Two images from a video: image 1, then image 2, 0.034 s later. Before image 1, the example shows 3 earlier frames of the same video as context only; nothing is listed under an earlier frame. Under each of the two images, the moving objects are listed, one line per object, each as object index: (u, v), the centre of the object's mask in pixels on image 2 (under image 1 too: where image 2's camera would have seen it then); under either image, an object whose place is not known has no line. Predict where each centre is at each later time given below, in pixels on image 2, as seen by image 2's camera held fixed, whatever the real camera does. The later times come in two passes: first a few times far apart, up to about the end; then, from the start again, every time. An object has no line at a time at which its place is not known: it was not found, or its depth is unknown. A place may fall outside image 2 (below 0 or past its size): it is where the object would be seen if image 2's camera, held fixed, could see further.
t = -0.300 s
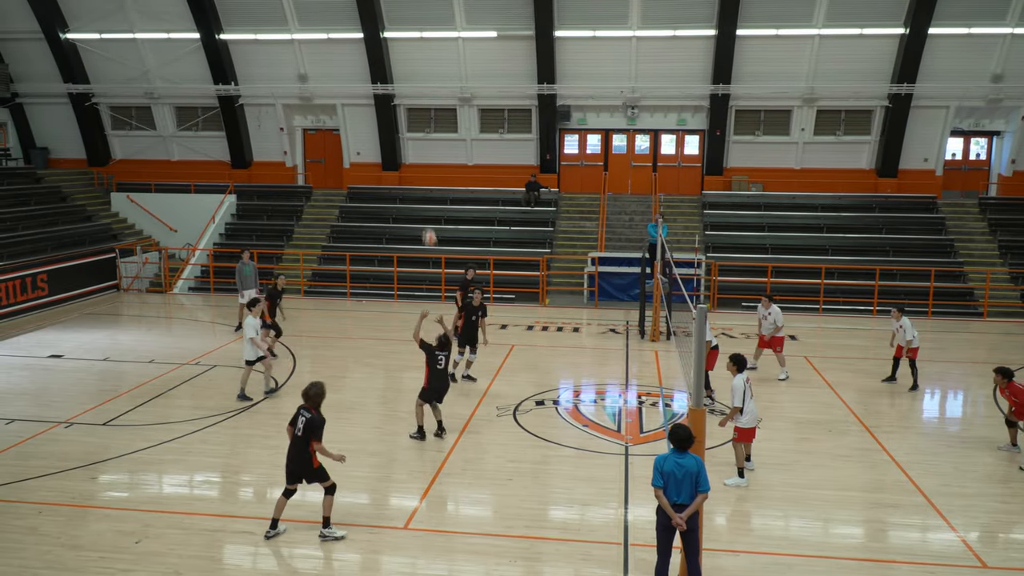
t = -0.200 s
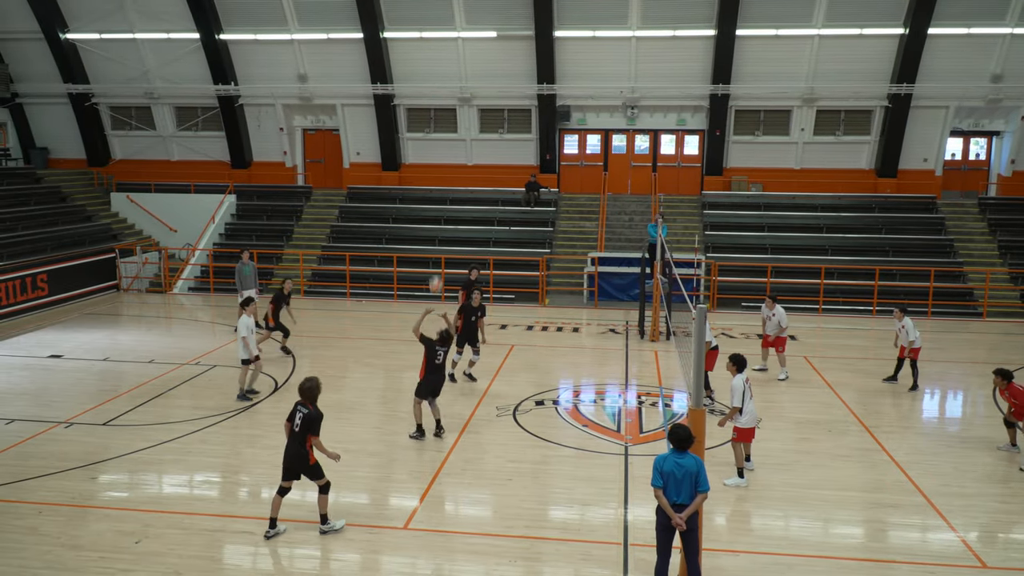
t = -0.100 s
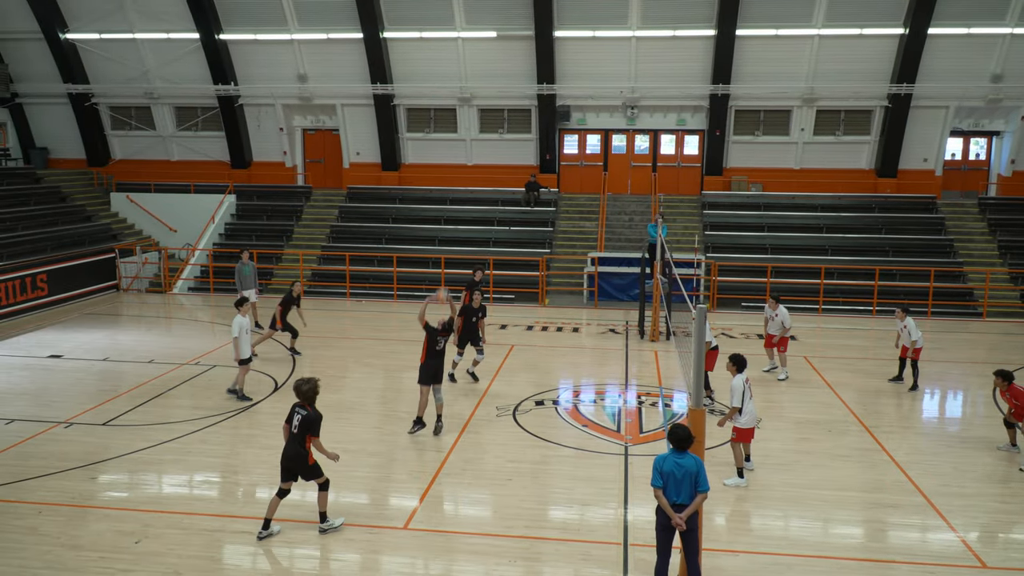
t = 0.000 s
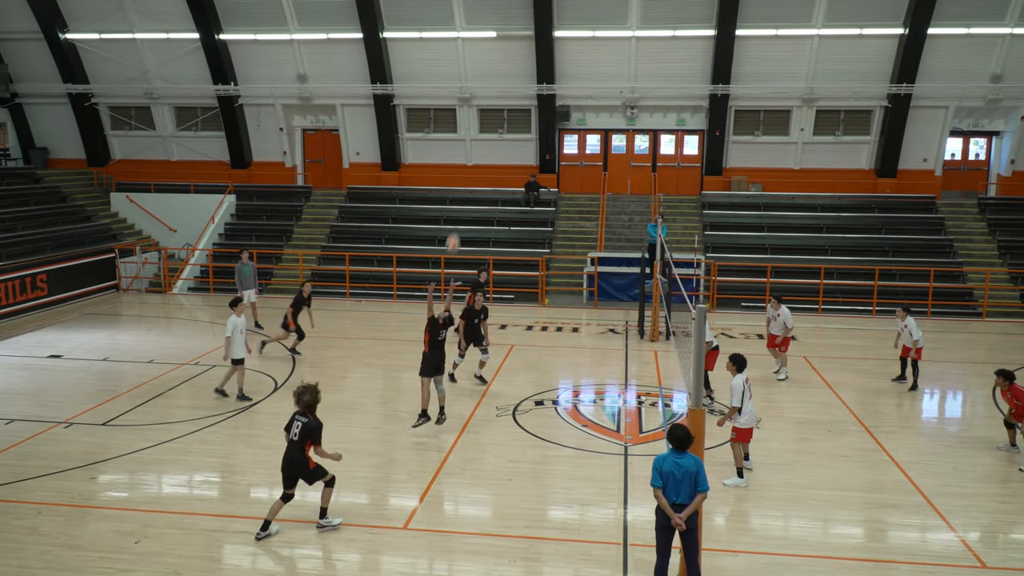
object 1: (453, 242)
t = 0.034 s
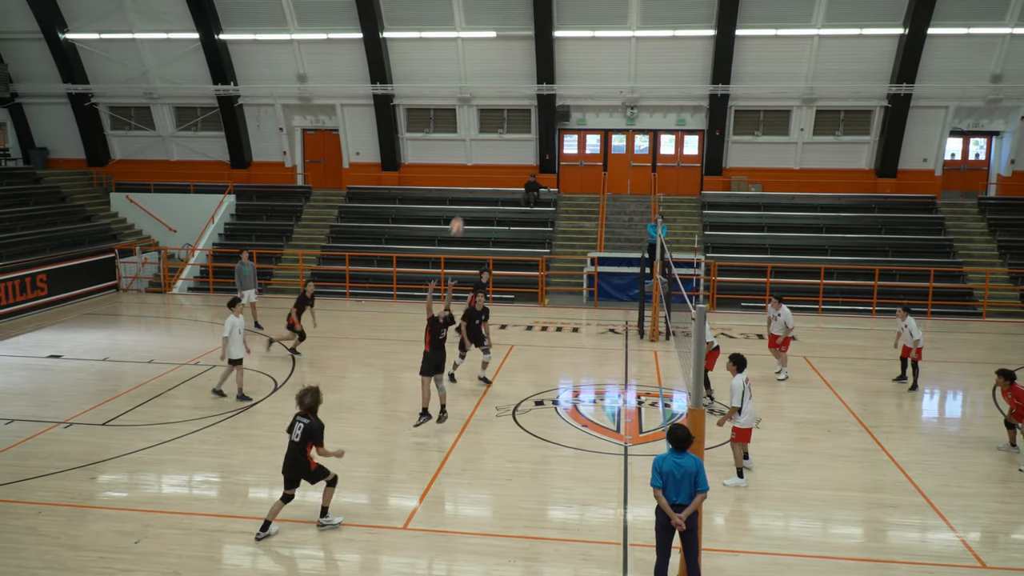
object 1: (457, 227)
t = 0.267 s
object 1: (485, 129)
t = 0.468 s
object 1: (508, 75)
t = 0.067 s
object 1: (460, 211)
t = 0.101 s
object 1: (464, 196)
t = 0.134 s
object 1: (468, 180)
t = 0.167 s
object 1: (472, 168)
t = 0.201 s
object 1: (476, 154)
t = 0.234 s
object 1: (480, 142)
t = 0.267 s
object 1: (485, 129)
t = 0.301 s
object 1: (488, 119)
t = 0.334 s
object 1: (492, 108)
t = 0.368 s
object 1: (496, 99)
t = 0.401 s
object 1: (500, 90)
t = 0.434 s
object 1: (504, 82)
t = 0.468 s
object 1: (508, 75)
